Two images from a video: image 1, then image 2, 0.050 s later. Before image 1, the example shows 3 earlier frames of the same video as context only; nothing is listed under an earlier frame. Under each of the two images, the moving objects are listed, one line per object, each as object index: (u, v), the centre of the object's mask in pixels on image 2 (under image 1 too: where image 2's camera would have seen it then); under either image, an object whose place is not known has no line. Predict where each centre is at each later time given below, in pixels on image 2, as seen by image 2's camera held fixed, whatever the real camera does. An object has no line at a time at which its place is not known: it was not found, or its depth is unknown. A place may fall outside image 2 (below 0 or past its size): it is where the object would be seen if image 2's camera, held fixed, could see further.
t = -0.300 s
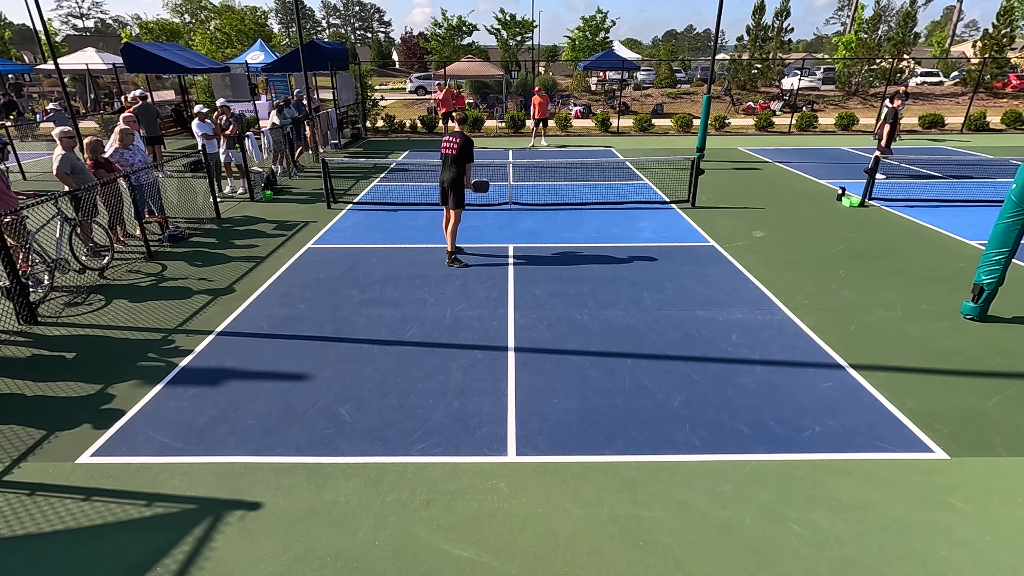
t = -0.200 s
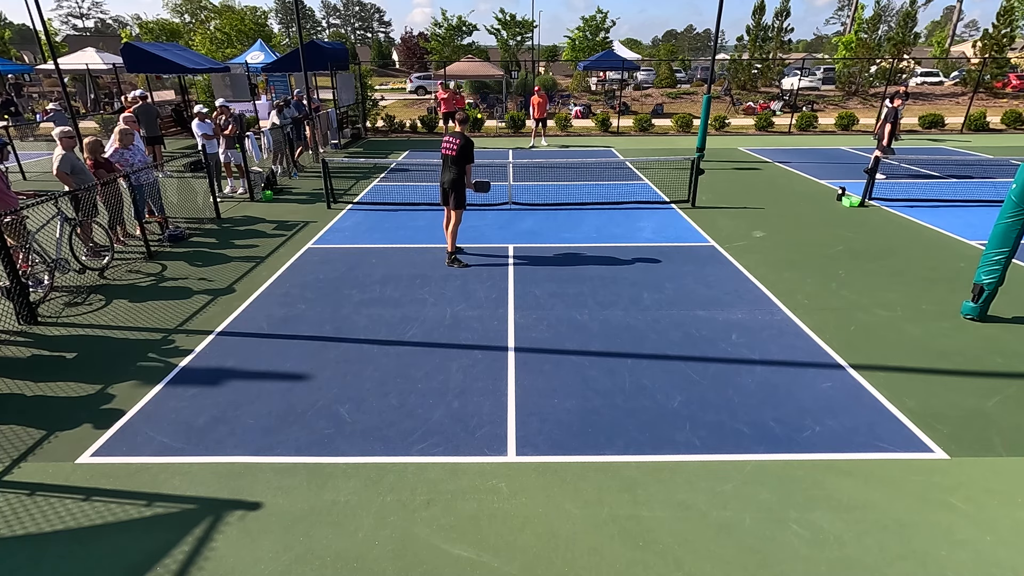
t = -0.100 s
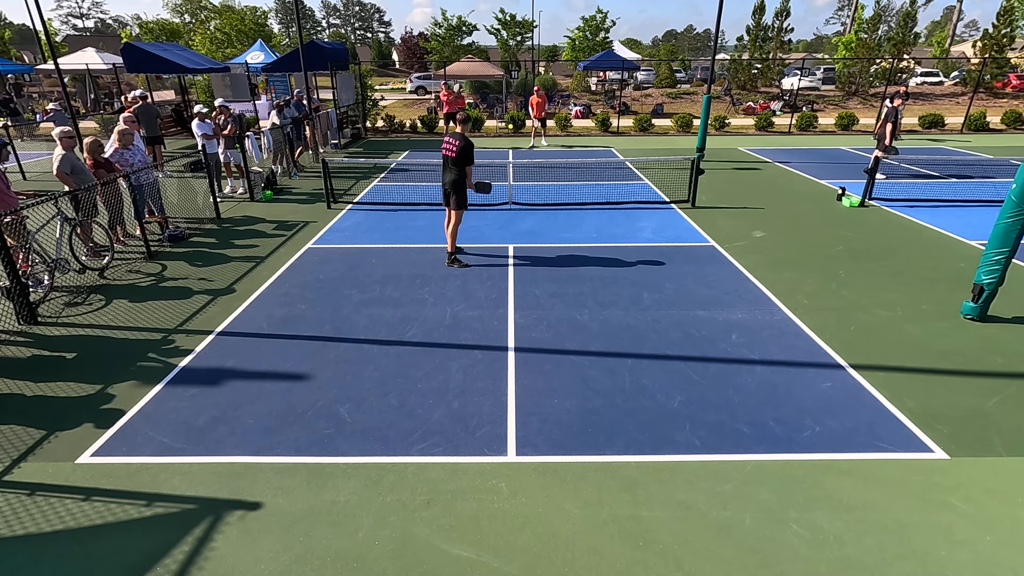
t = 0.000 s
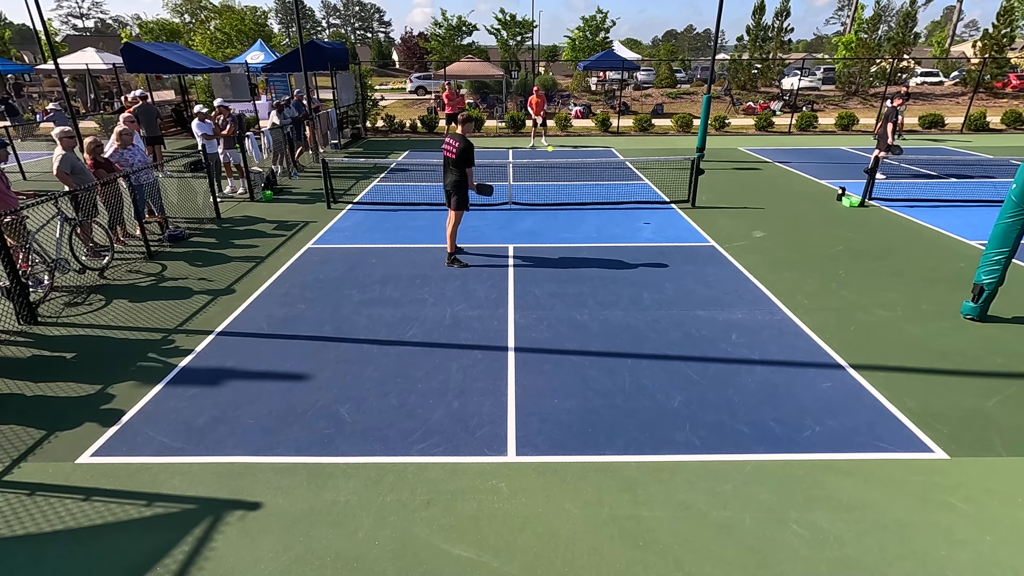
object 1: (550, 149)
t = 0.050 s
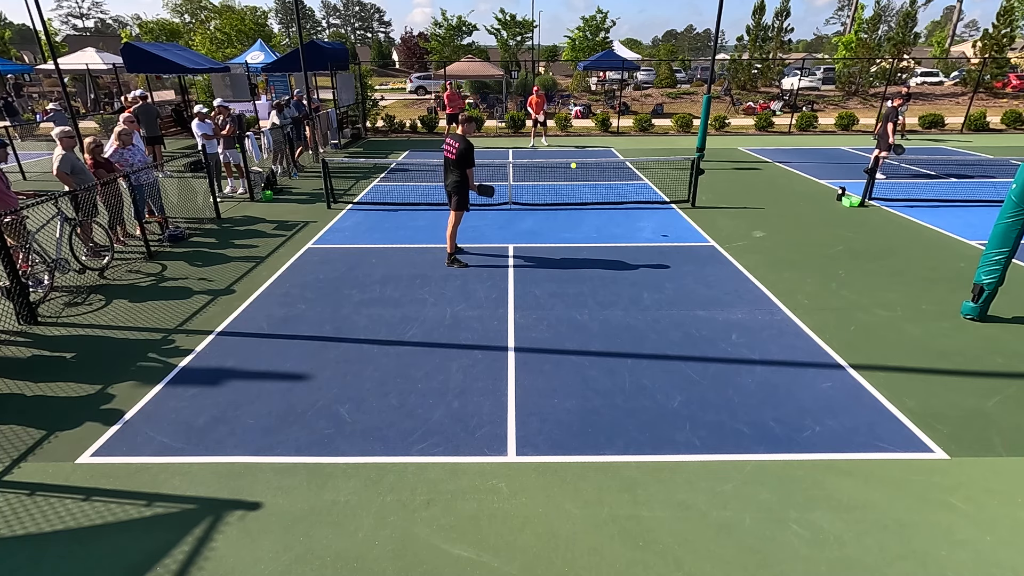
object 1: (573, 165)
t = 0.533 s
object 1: (1004, 354)
